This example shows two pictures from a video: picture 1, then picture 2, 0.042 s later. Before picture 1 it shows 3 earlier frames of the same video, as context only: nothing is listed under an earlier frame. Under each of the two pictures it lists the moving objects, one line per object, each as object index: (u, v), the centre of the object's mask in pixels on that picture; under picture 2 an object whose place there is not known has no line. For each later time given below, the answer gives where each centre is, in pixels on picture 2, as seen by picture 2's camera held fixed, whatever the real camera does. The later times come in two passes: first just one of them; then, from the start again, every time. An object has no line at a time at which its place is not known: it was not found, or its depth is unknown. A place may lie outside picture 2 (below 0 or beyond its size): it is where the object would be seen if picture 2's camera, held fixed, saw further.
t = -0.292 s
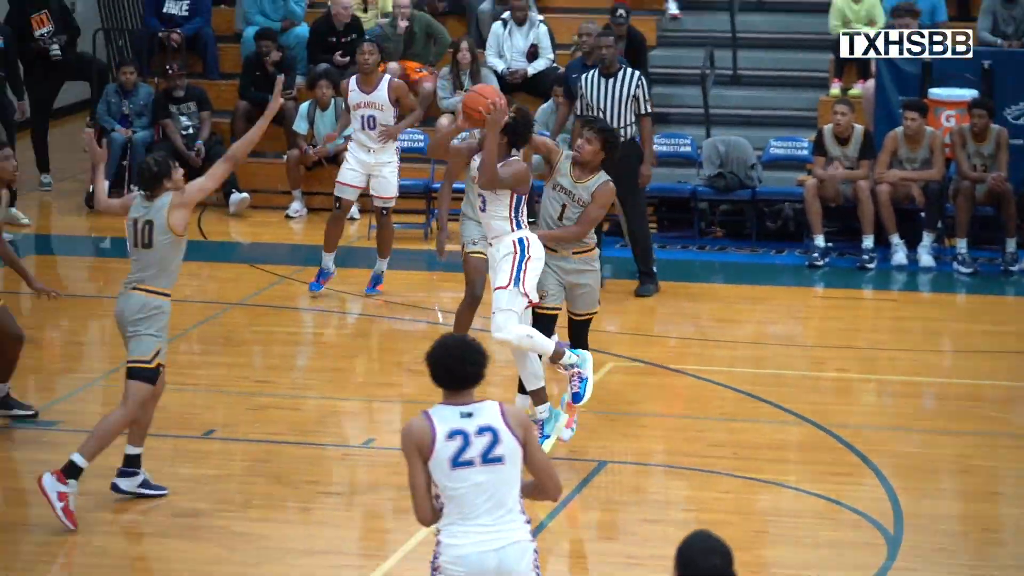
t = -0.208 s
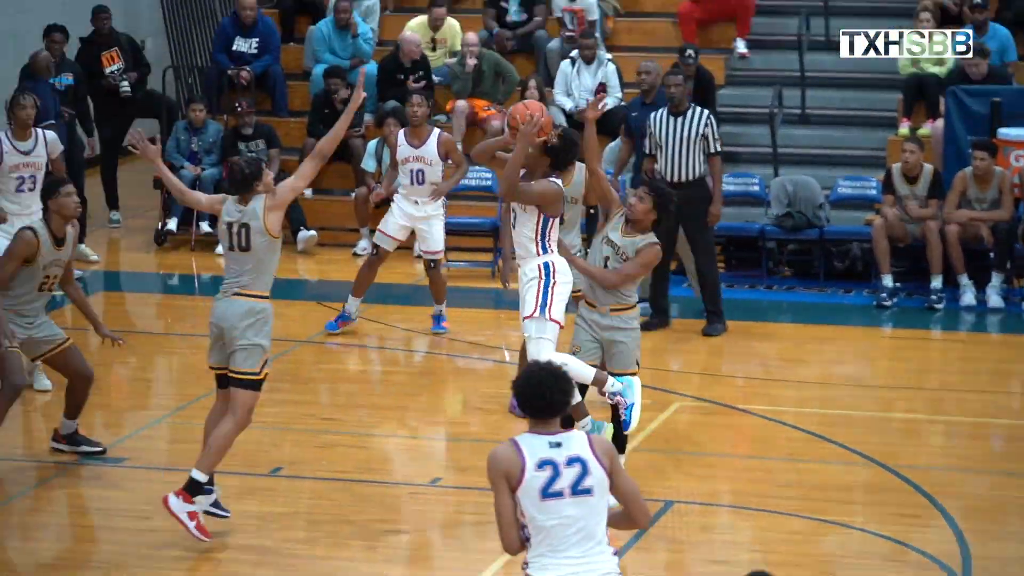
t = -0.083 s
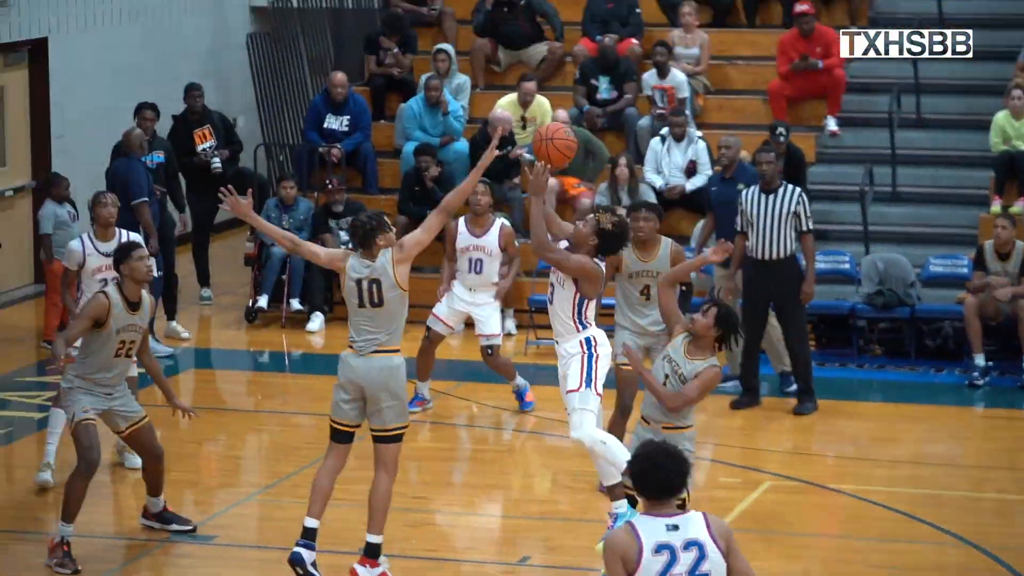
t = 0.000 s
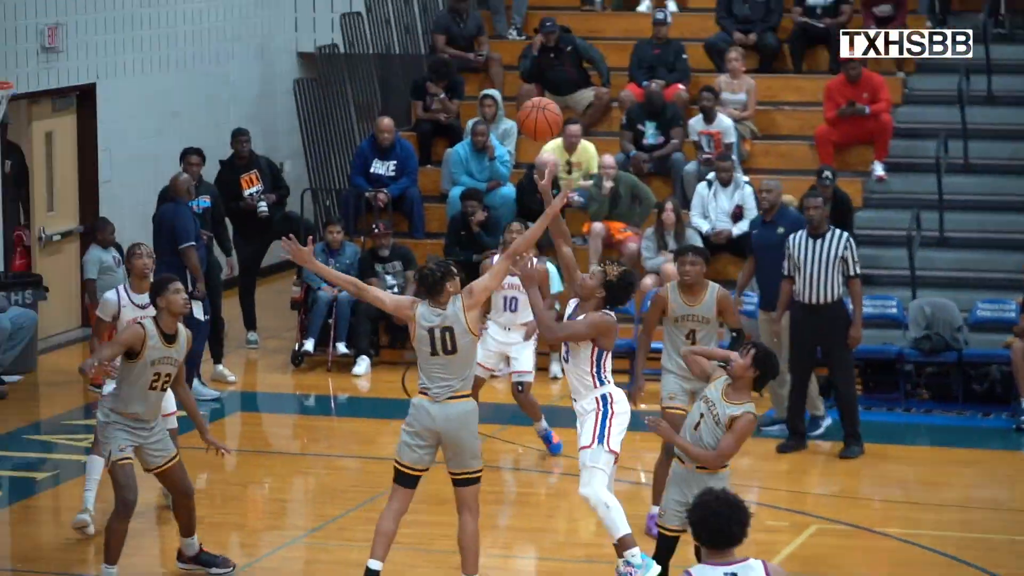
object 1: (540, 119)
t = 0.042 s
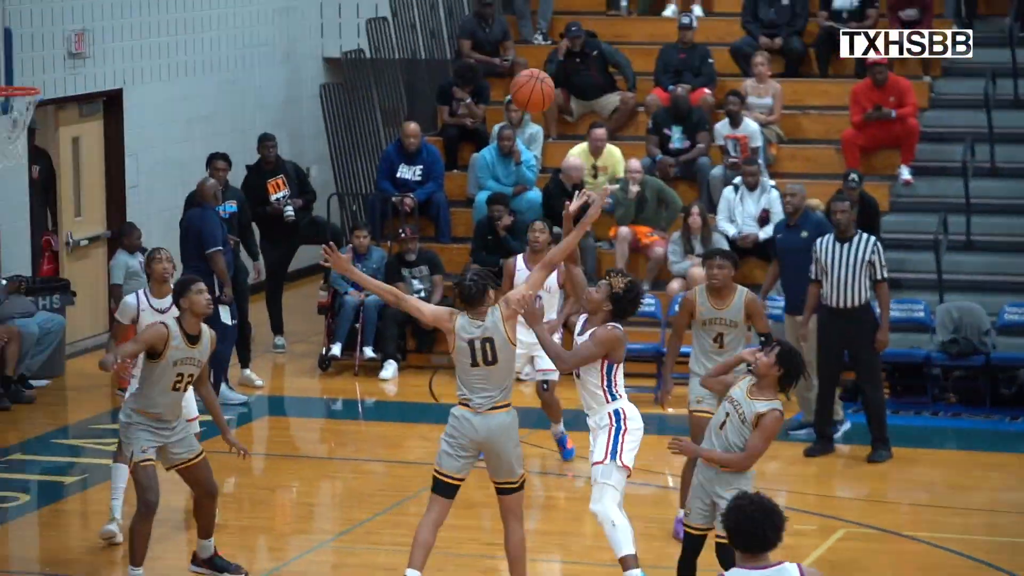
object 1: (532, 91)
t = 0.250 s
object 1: (366, -24)
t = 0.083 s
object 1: (498, 62)
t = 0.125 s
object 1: (465, 36)
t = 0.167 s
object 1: (432, 13)
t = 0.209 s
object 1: (398, -6)
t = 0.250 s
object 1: (366, -24)
